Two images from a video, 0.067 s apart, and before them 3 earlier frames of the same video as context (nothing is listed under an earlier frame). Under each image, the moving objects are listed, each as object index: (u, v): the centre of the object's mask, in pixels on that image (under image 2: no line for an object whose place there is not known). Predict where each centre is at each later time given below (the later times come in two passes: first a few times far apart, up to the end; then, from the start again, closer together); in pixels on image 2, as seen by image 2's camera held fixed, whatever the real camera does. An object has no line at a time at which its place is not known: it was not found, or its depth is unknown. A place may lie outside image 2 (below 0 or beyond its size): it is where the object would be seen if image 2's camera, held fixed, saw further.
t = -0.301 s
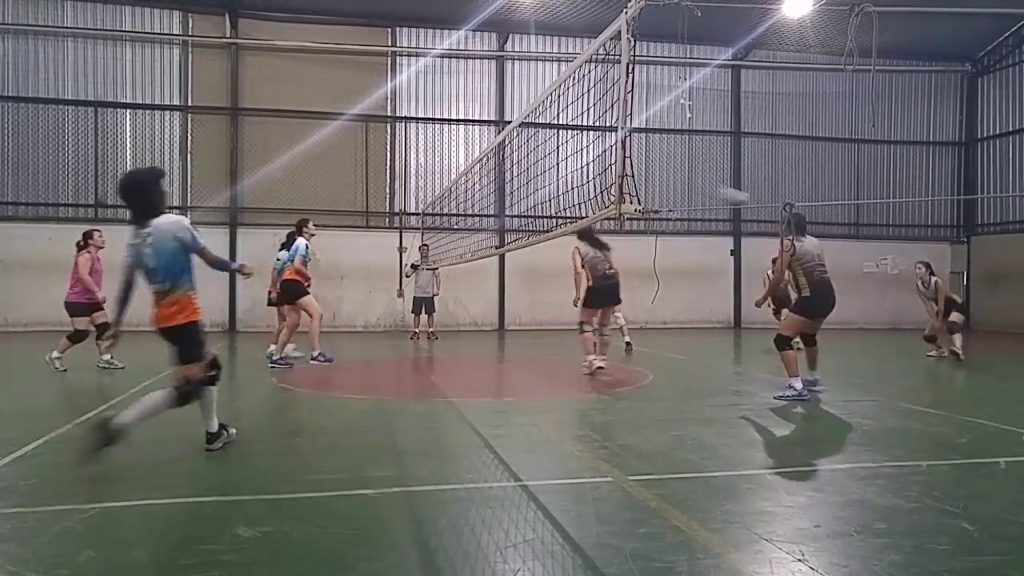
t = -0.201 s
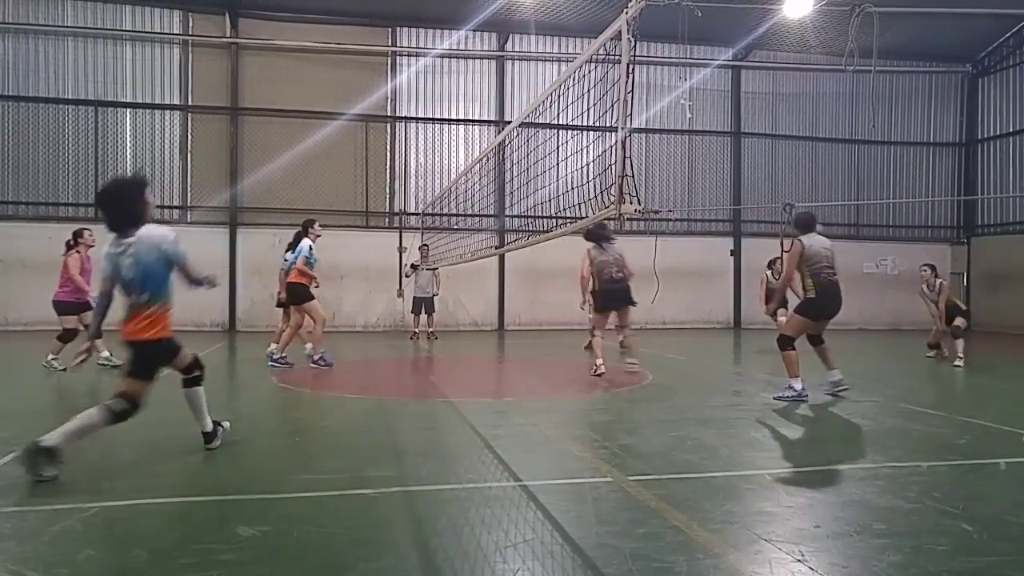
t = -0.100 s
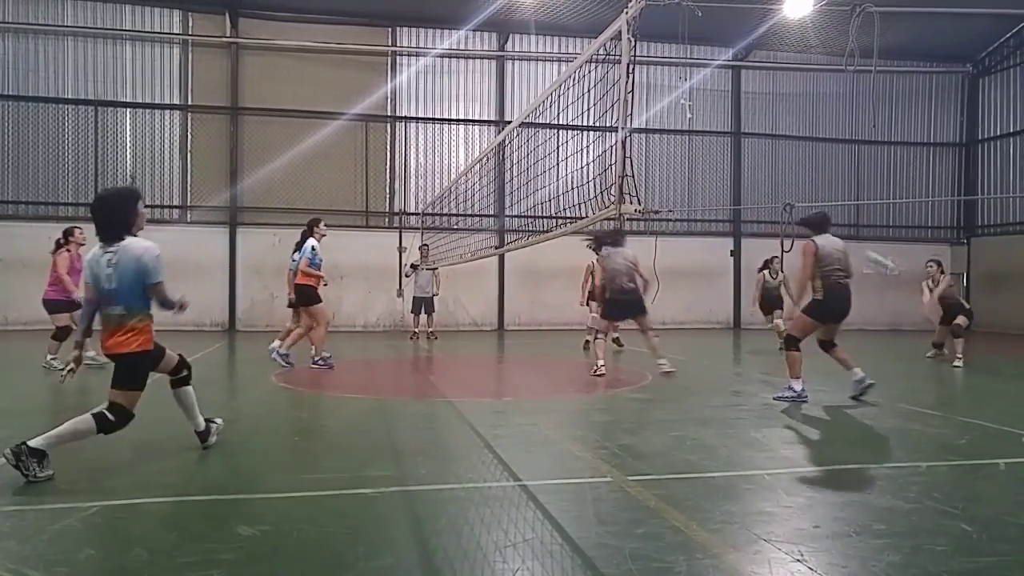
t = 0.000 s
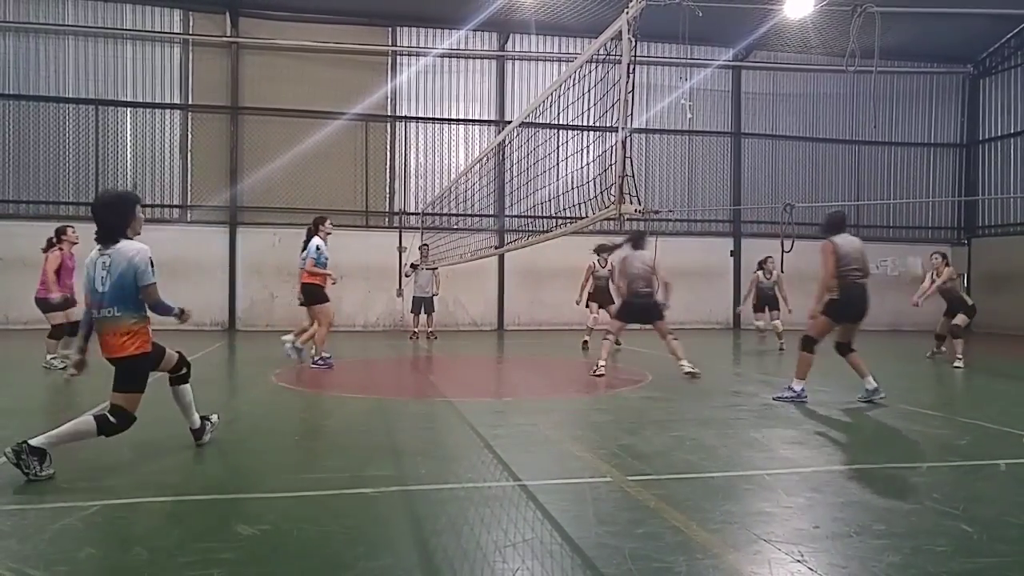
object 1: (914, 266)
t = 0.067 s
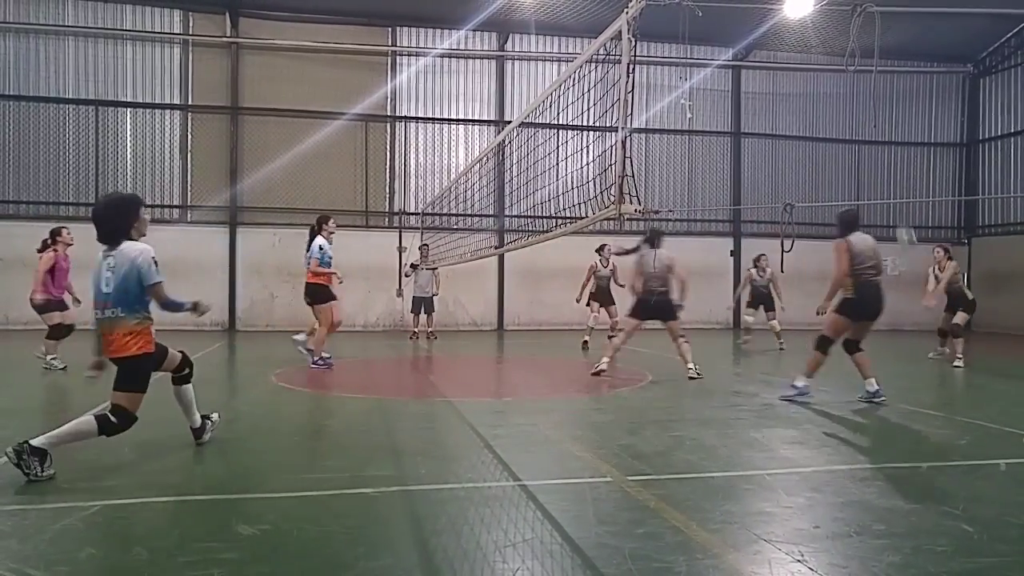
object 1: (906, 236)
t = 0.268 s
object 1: (878, 158)
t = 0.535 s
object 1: (841, 103)
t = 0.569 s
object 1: (836, 100)
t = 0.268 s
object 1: (878, 158)
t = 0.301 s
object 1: (872, 148)
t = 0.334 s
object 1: (869, 139)
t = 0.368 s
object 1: (865, 132)
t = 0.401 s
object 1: (859, 123)
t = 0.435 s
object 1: (855, 117)
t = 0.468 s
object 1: (848, 111)
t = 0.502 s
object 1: (845, 106)
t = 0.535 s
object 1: (841, 103)
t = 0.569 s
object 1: (836, 100)
